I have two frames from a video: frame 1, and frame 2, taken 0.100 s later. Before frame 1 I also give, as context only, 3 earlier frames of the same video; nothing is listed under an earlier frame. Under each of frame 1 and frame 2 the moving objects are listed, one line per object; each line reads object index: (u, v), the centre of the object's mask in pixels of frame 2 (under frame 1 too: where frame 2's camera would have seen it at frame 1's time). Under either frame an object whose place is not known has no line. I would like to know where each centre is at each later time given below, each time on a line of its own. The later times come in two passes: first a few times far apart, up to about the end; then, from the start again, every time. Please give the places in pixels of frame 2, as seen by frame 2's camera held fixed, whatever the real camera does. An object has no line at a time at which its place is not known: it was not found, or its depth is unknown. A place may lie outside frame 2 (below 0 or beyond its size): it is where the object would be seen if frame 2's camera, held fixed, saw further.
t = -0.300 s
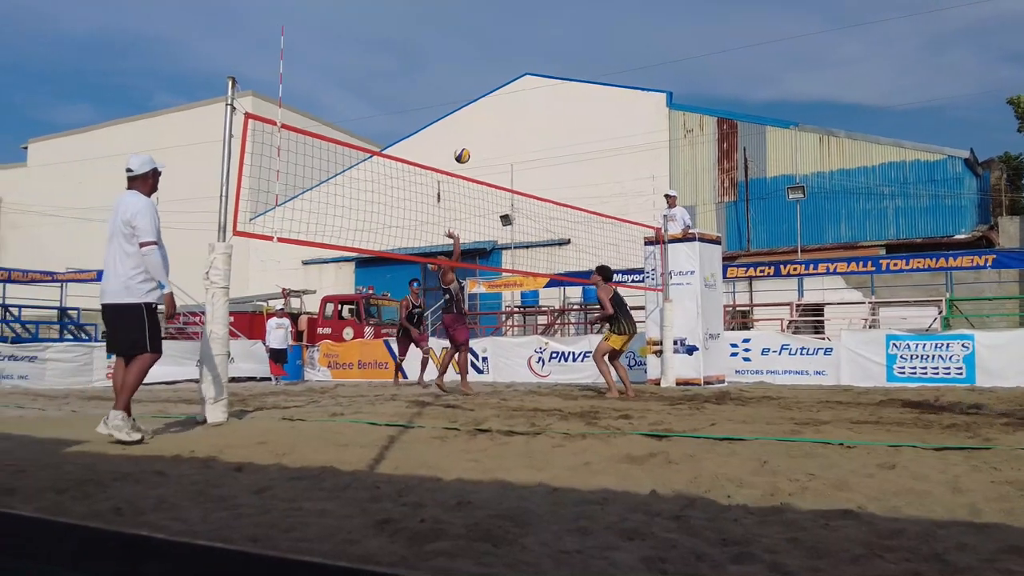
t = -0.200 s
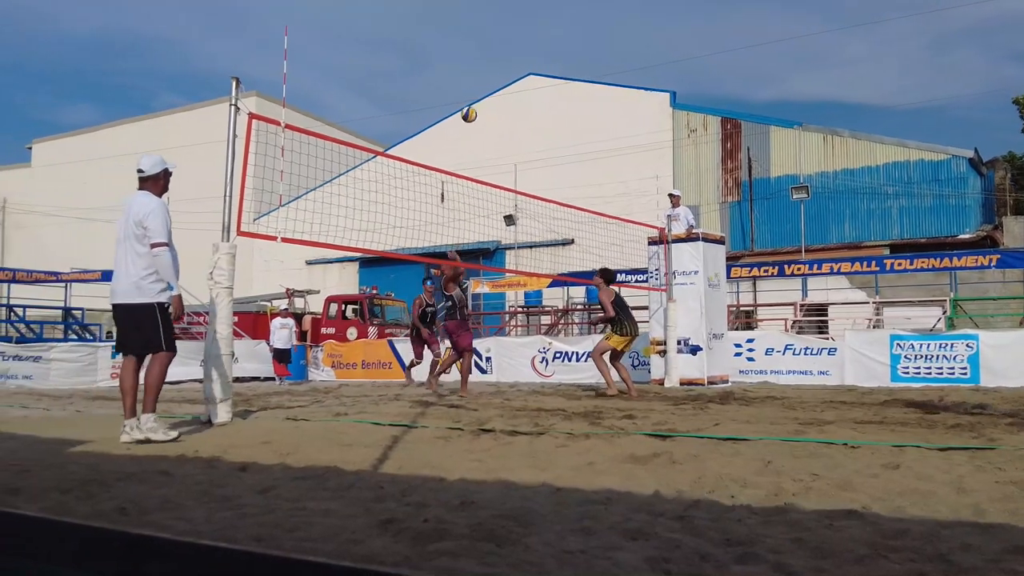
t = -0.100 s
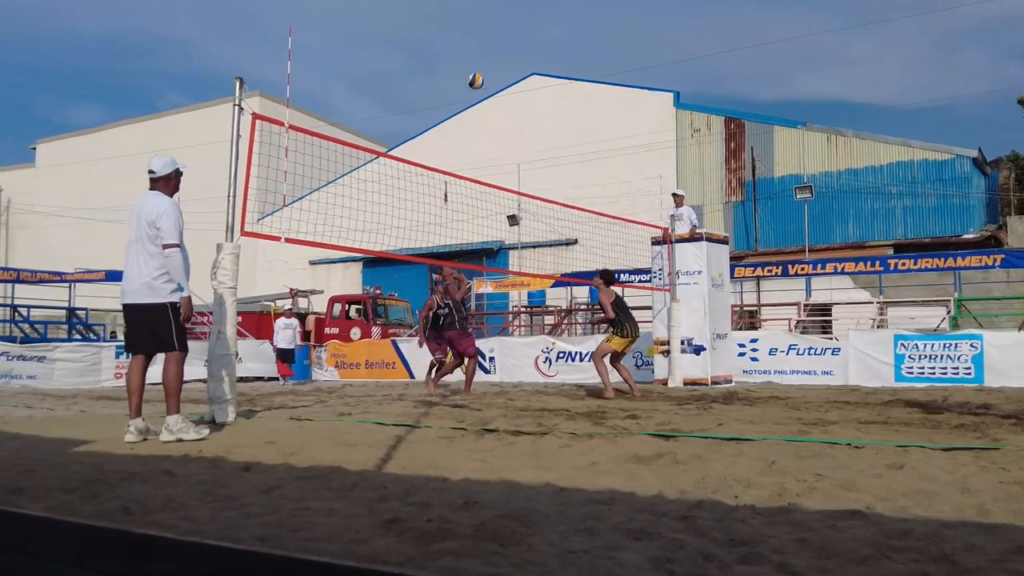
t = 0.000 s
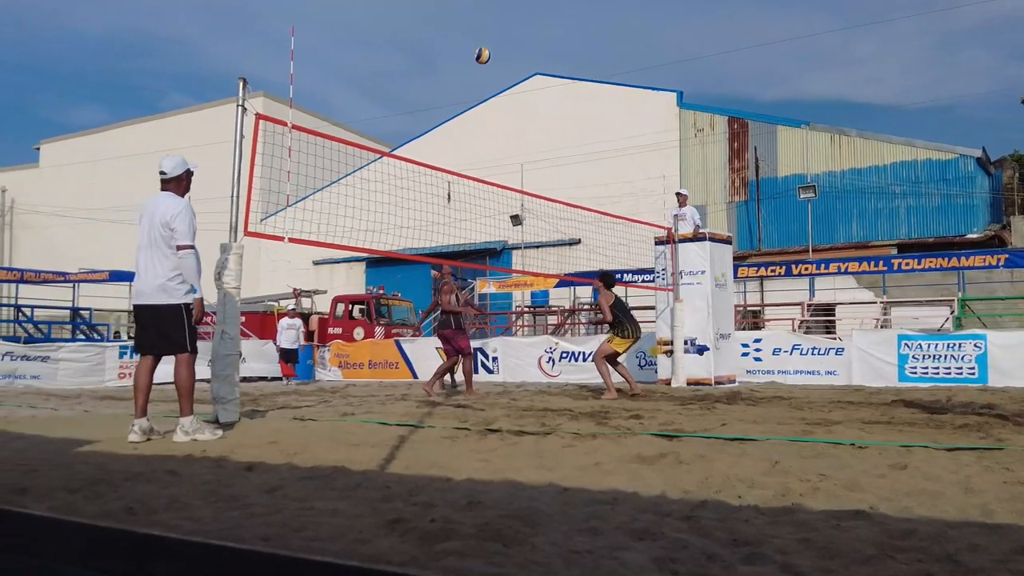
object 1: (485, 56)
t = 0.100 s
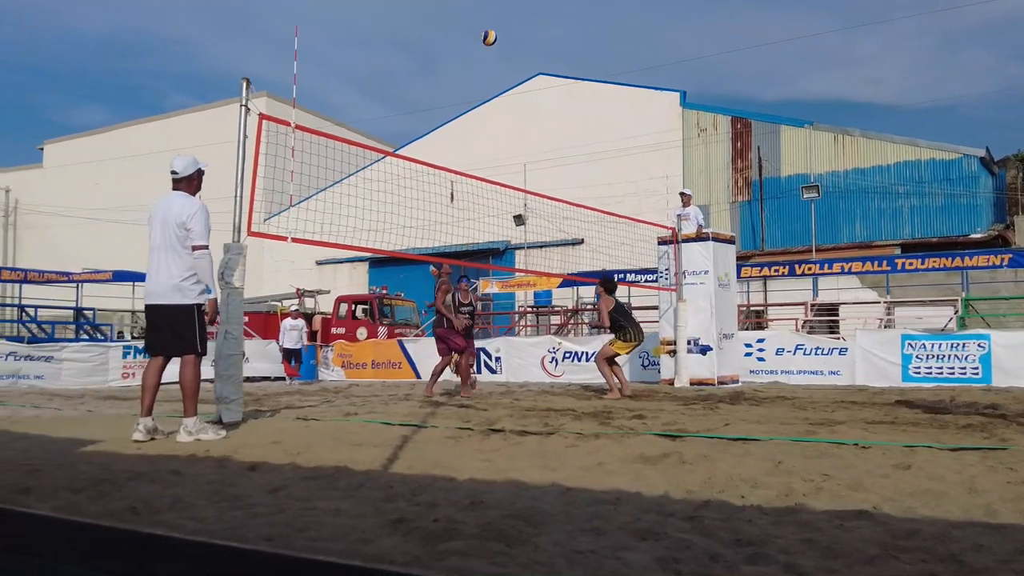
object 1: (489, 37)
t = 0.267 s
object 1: (495, 23)
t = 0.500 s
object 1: (504, 37)
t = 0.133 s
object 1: (490, 33)
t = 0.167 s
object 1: (491, 29)
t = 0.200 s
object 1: (493, 27)
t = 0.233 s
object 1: (494, 25)
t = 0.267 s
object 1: (495, 23)
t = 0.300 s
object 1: (496, 23)
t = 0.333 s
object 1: (498, 23)
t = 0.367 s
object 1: (499, 25)
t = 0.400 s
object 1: (501, 27)
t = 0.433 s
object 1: (502, 30)
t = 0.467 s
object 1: (503, 33)
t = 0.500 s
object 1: (504, 37)
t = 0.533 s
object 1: (506, 42)
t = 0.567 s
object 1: (507, 48)
